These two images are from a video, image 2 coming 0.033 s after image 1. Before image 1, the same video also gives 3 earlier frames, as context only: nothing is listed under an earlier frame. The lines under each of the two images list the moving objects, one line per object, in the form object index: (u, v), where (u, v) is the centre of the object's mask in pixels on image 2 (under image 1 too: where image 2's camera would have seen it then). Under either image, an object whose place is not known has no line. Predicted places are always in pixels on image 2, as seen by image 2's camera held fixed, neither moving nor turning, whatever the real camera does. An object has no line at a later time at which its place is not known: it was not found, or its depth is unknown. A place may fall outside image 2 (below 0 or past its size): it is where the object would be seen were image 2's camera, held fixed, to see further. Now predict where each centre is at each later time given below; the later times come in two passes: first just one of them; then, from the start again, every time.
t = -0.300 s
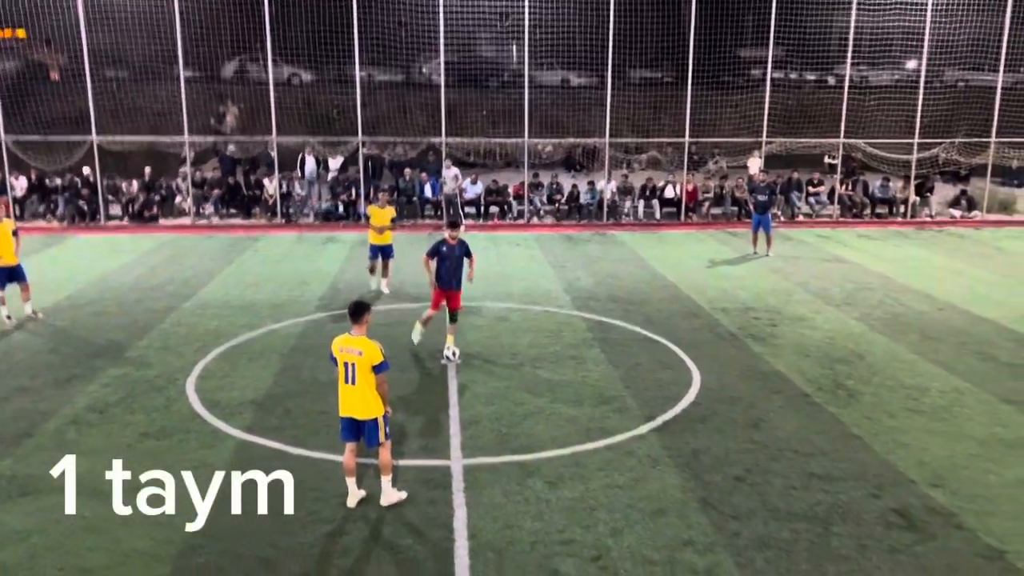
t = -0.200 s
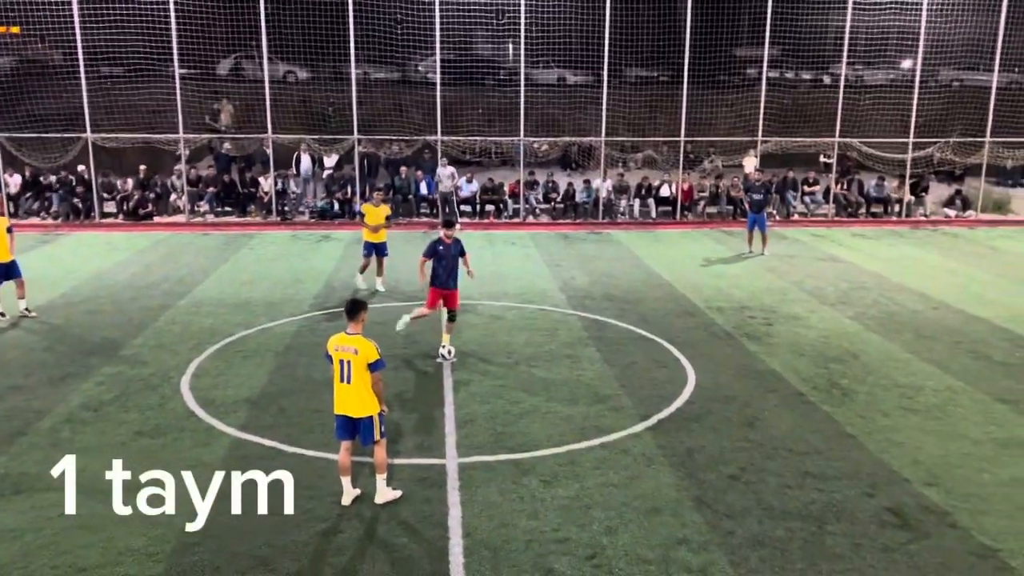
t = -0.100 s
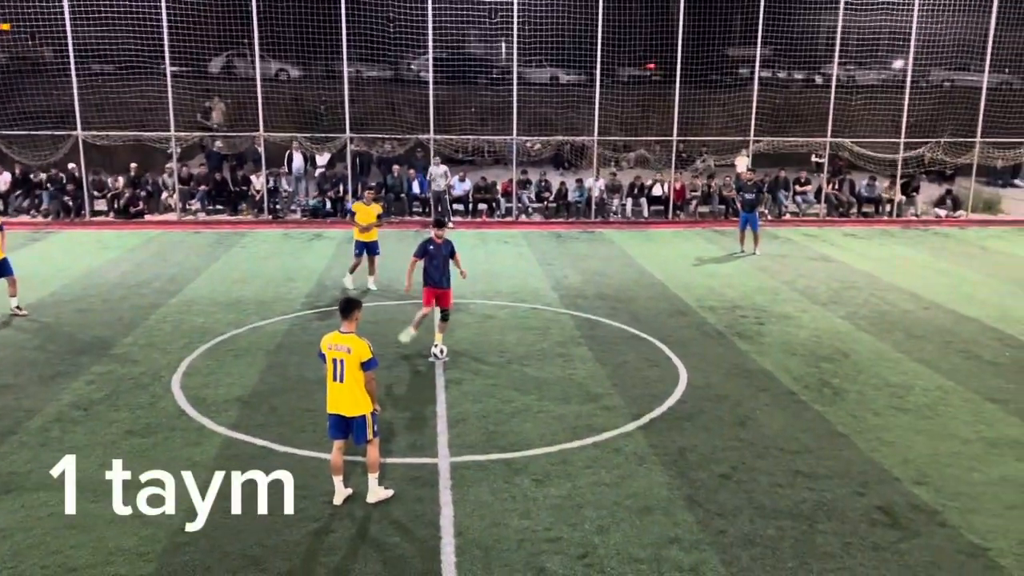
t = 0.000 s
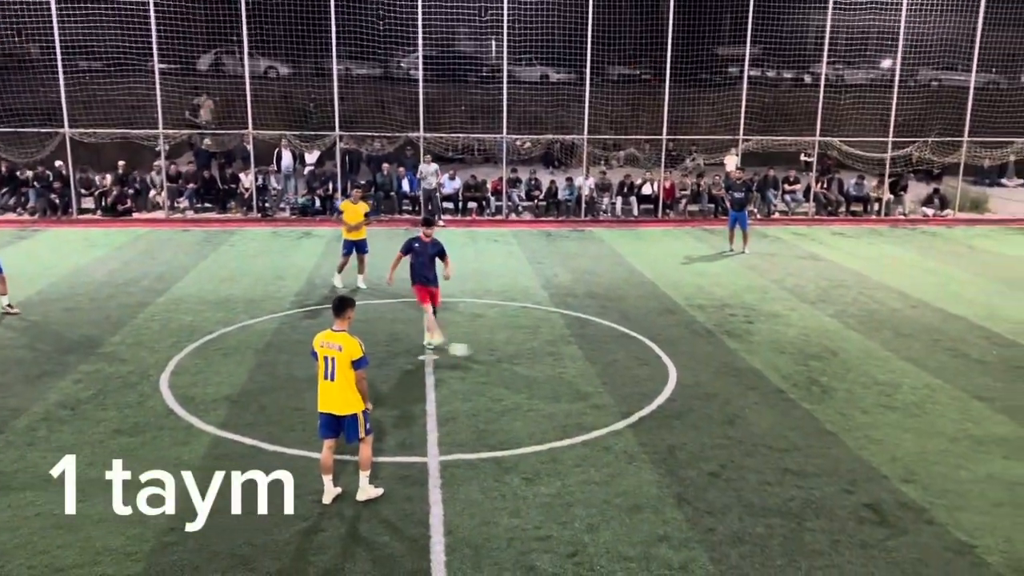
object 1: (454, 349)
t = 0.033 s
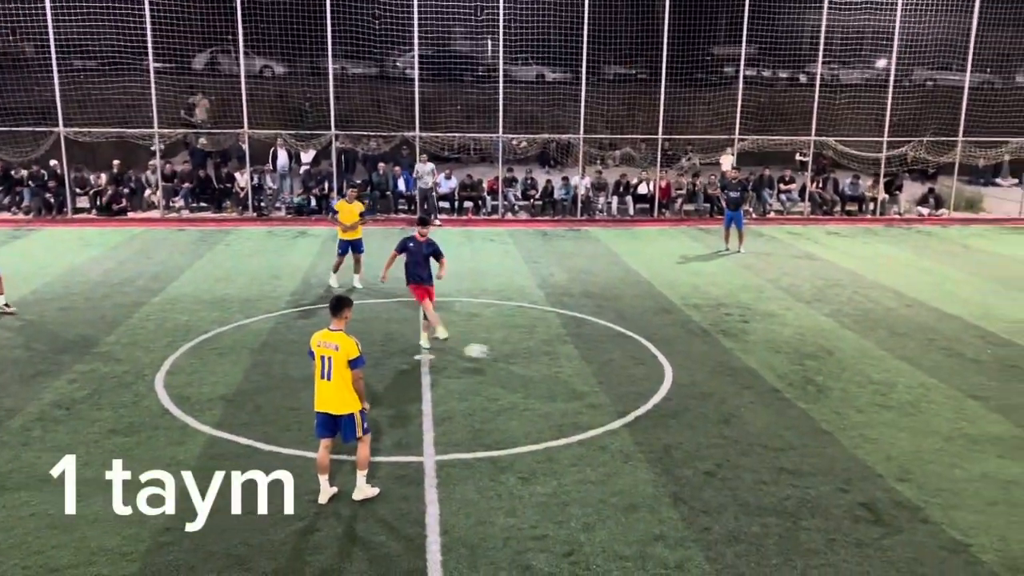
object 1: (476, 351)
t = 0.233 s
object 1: (620, 379)
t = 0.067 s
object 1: (500, 352)
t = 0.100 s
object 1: (523, 355)
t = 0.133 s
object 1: (545, 359)
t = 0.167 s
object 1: (571, 364)
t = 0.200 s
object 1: (595, 371)
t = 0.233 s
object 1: (620, 379)
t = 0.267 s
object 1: (642, 383)
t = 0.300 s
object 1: (664, 382)
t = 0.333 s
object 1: (685, 384)
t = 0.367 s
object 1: (706, 387)
